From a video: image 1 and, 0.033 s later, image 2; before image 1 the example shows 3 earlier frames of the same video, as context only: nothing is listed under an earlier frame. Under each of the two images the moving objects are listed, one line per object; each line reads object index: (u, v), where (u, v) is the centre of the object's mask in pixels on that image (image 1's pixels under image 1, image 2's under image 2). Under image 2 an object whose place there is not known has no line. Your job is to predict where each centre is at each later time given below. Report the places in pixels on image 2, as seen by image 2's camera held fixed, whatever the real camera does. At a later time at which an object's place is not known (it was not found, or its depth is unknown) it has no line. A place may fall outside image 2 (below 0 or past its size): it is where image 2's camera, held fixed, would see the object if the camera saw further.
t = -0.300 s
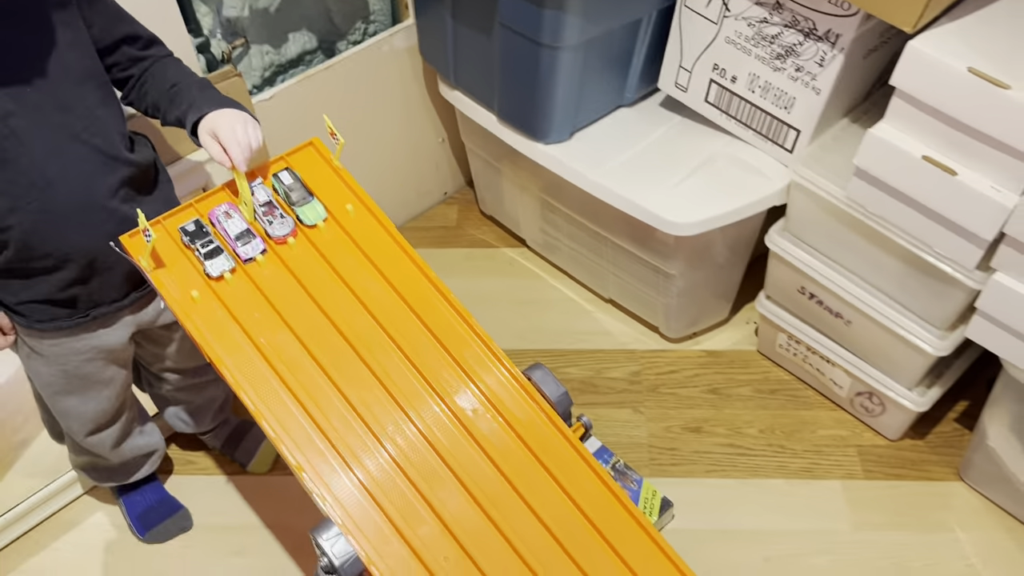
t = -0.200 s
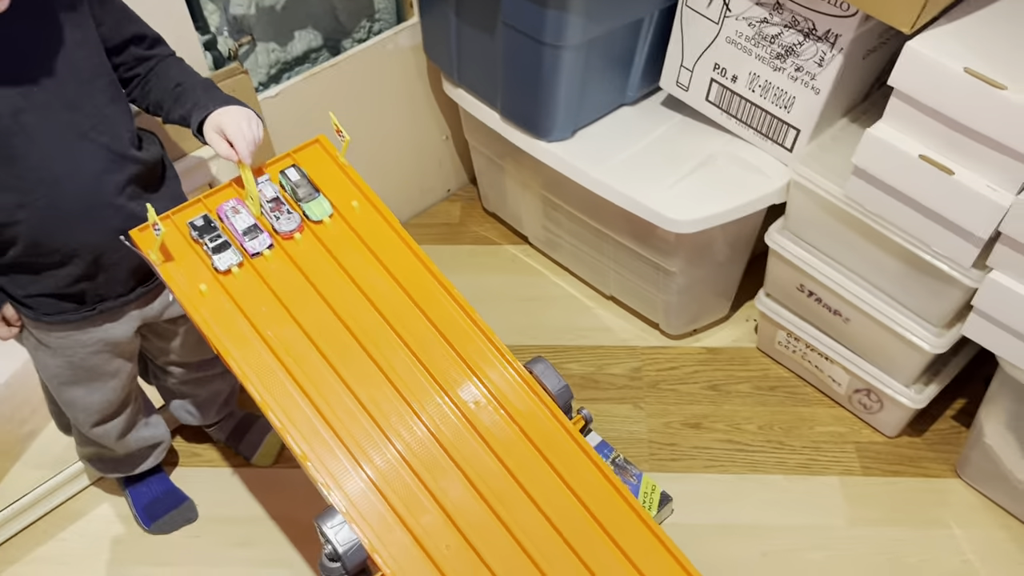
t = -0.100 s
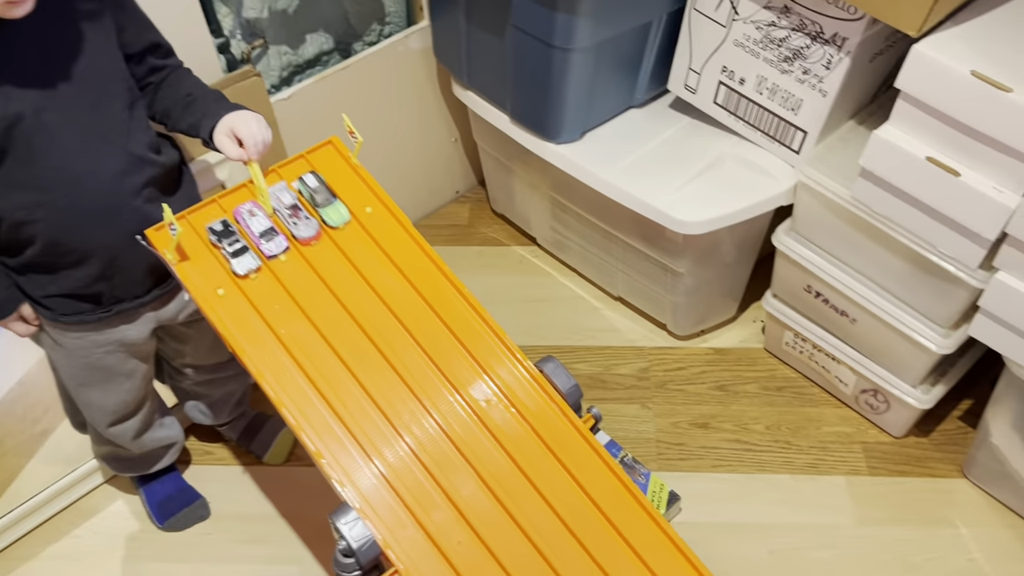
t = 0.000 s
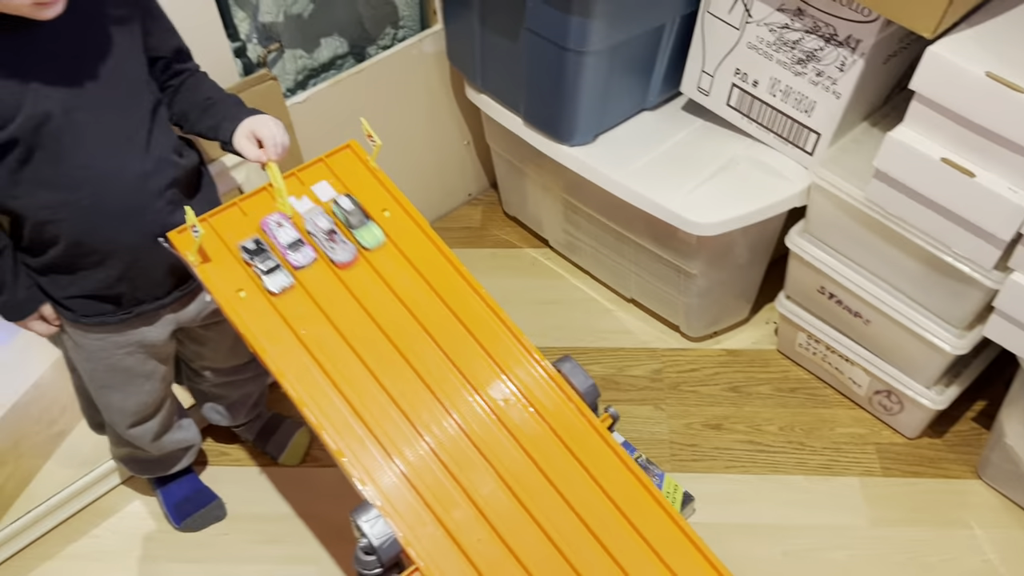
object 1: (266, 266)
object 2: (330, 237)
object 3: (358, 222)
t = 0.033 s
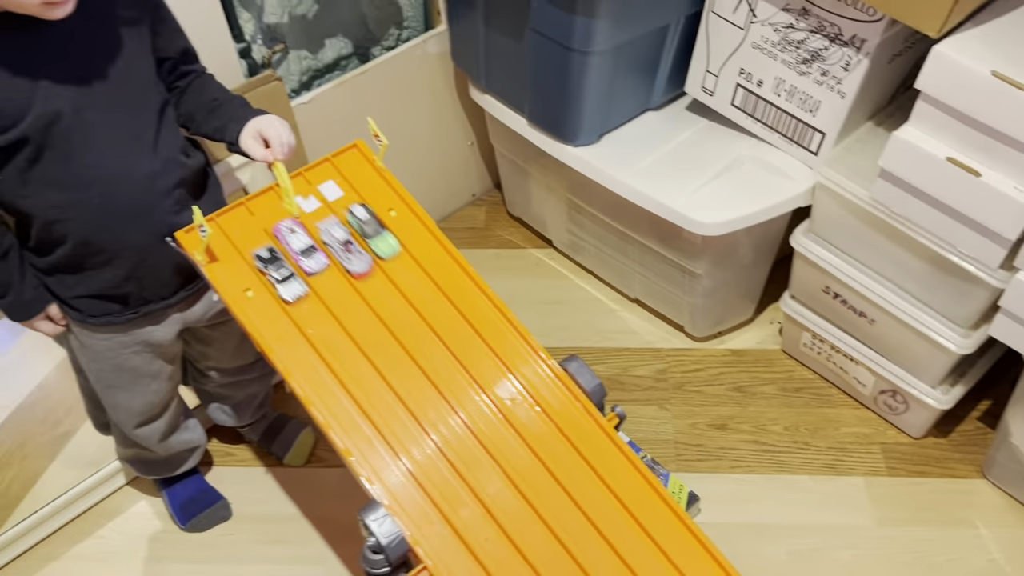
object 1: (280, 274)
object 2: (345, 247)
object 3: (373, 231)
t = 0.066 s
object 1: (289, 285)
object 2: (356, 260)
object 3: (383, 243)
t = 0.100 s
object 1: (300, 298)
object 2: (369, 275)
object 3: (395, 256)
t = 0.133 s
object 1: (312, 313)
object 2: (383, 292)
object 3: (408, 272)
